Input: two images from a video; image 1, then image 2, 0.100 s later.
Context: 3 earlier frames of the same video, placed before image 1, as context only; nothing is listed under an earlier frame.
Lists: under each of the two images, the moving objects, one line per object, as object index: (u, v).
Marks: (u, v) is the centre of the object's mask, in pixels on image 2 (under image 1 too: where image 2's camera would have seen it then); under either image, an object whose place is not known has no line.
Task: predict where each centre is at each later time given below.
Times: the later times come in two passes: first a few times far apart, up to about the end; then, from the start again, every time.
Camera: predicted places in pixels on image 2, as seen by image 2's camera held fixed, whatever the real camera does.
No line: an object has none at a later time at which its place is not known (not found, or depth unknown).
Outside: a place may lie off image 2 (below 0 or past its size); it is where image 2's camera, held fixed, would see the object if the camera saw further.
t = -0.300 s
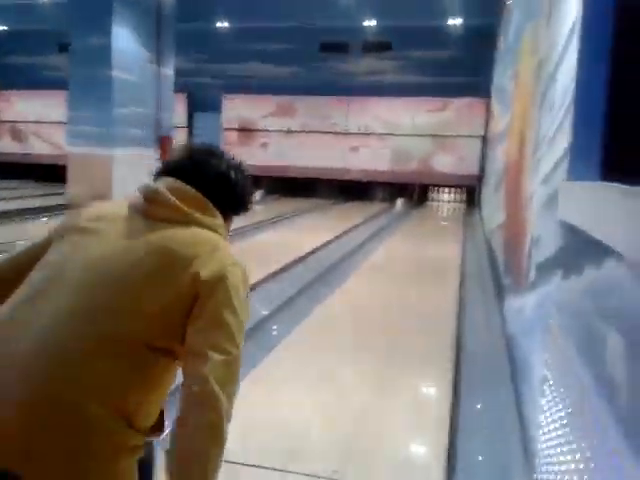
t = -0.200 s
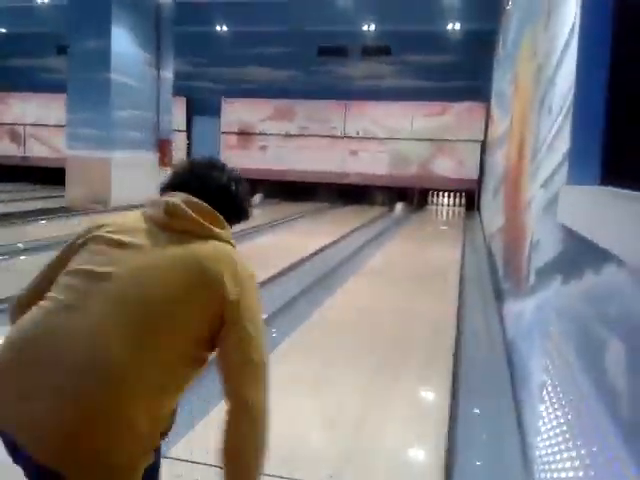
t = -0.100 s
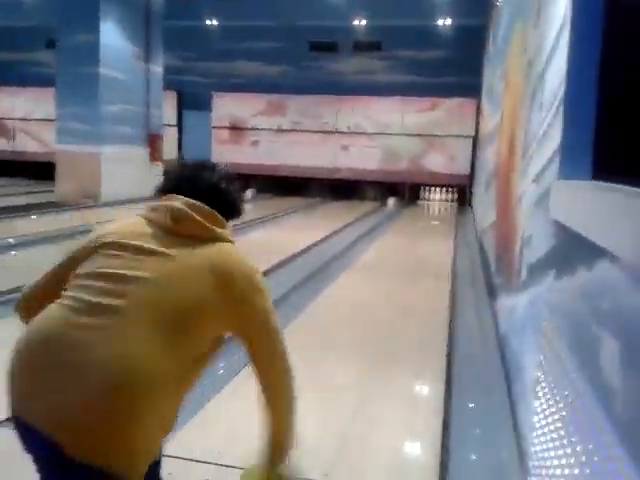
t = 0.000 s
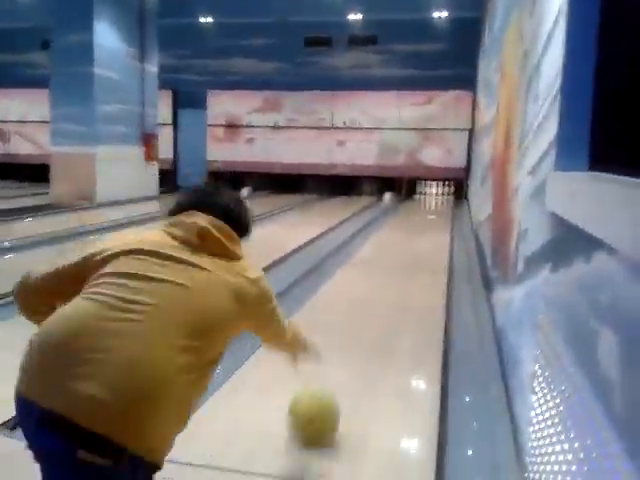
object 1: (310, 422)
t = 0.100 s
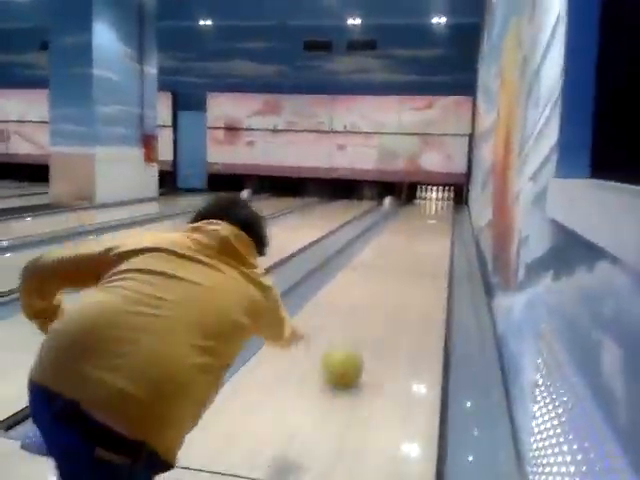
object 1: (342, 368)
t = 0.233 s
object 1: (362, 322)
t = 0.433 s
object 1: (381, 286)
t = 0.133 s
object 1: (349, 355)
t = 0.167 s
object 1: (354, 344)
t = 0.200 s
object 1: (358, 332)
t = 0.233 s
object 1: (362, 322)
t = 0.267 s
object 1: (364, 316)
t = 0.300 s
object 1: (368, 310)
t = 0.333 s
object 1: (372, 303)
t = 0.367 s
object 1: (375, 298)
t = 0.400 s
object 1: (379, 292)
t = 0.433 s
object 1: (381, 286)
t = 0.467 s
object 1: (386, 281)
